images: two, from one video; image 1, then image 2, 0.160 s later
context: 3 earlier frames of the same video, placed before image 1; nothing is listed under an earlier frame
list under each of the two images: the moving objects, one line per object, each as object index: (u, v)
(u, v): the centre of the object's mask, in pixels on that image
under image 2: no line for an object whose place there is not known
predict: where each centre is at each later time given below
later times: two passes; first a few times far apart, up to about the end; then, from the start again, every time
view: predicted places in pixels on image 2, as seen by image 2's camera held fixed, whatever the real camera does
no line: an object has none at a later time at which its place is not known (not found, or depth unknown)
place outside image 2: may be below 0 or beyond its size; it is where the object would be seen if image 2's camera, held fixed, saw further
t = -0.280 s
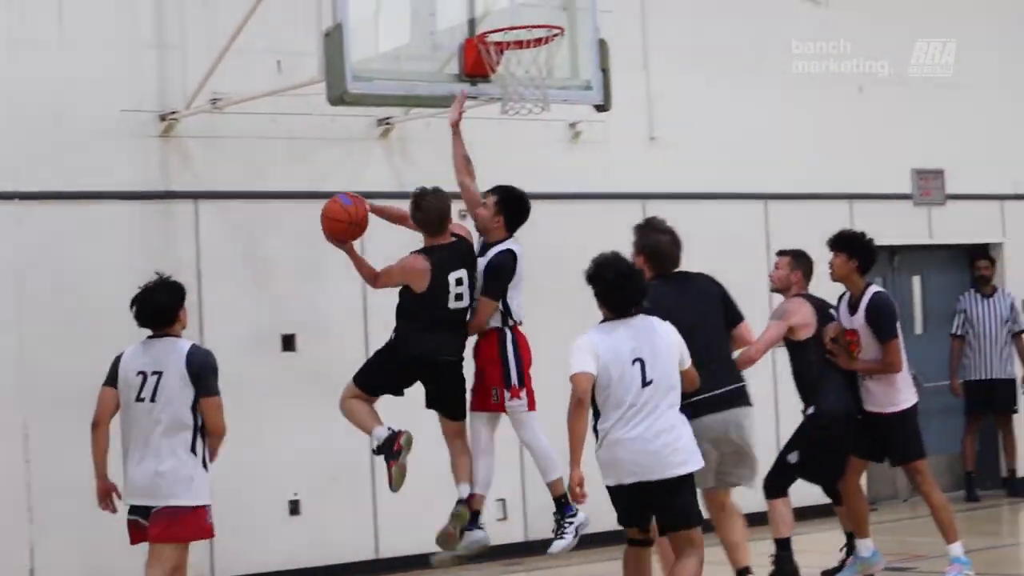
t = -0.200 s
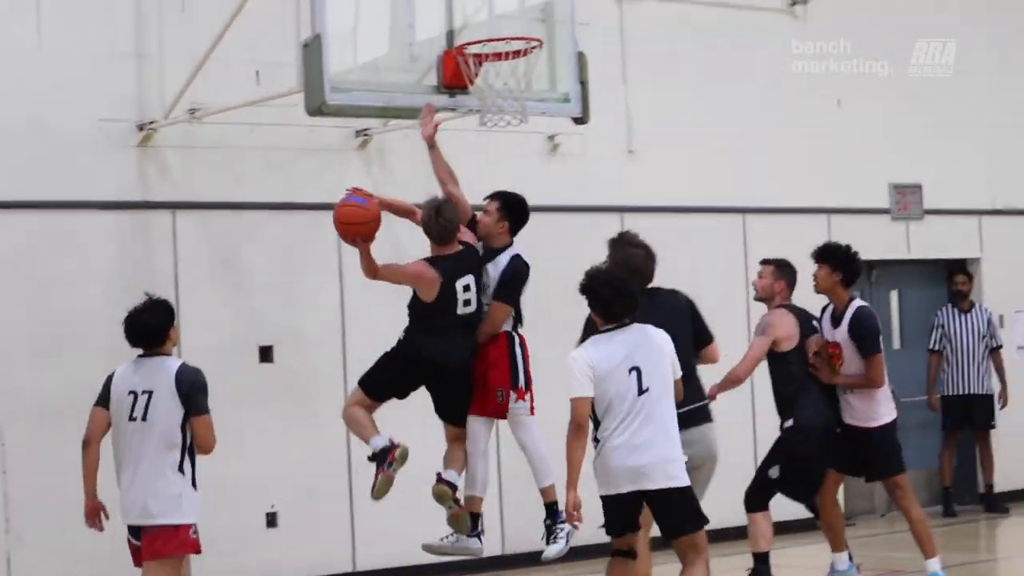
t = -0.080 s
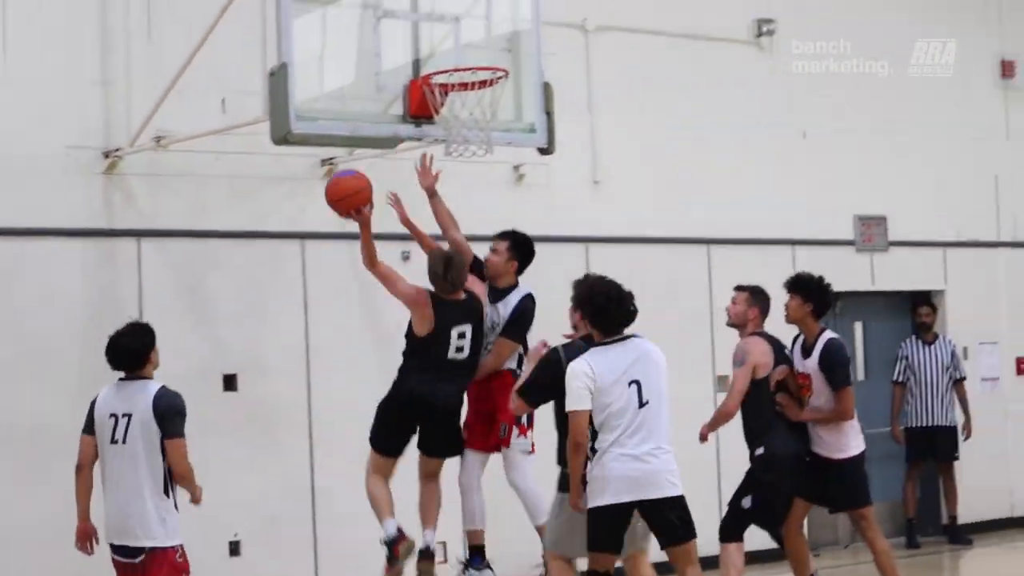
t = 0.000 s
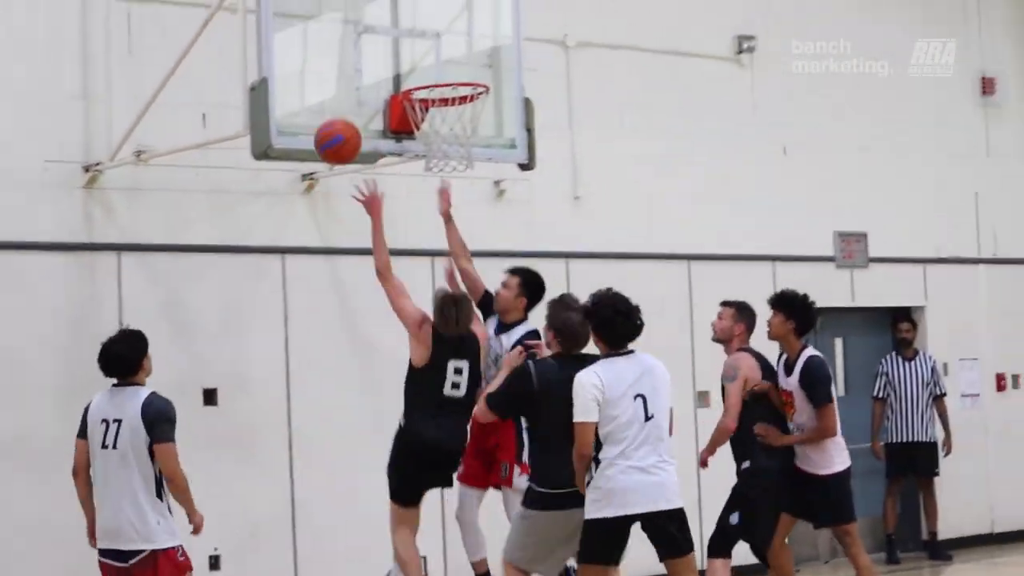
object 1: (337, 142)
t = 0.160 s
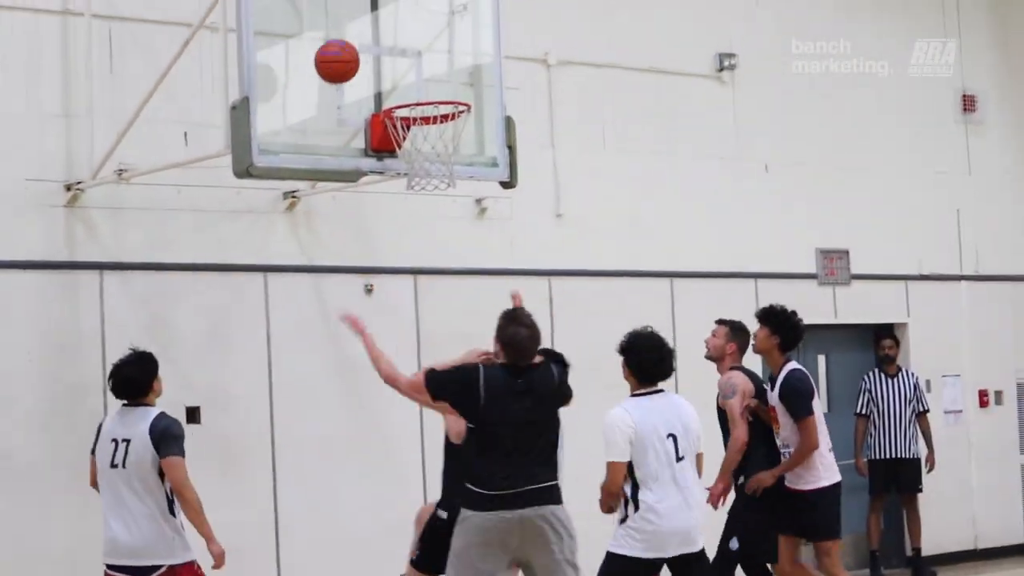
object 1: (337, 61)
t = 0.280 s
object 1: (350, 21)
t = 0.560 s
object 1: (429, 43)
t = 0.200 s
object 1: (341, 45)
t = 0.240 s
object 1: (345, 32)
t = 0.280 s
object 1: (350, 21)
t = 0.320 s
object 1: (354, 14)
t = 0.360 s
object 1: (363, 11)
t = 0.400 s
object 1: (376, 12)
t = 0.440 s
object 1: (389, 15)
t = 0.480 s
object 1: (402, 22)
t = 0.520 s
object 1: (416, 31)
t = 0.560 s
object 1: (429, 43)
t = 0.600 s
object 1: (442, 57)
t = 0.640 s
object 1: (456, 75)
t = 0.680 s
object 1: (464, 84)
